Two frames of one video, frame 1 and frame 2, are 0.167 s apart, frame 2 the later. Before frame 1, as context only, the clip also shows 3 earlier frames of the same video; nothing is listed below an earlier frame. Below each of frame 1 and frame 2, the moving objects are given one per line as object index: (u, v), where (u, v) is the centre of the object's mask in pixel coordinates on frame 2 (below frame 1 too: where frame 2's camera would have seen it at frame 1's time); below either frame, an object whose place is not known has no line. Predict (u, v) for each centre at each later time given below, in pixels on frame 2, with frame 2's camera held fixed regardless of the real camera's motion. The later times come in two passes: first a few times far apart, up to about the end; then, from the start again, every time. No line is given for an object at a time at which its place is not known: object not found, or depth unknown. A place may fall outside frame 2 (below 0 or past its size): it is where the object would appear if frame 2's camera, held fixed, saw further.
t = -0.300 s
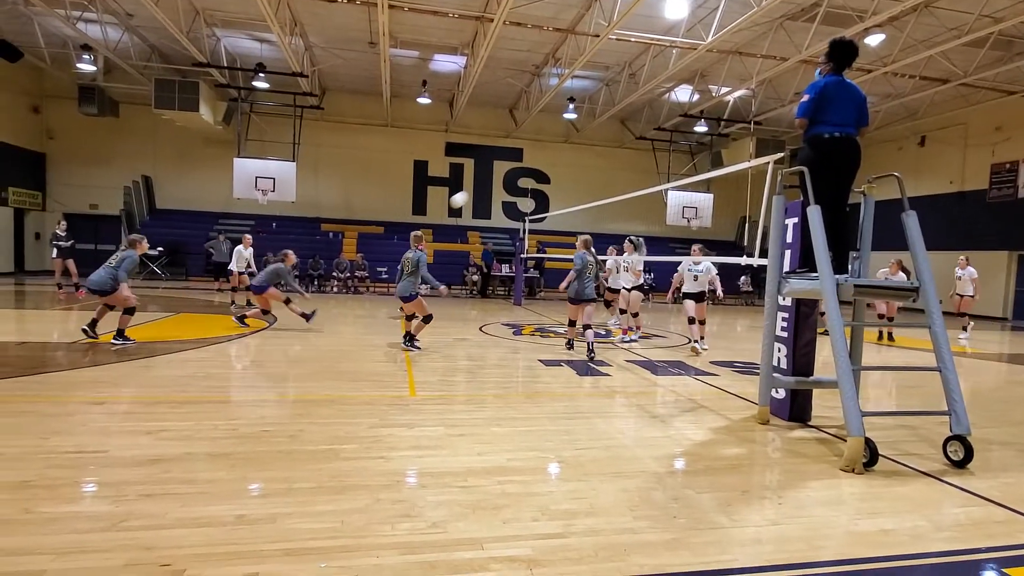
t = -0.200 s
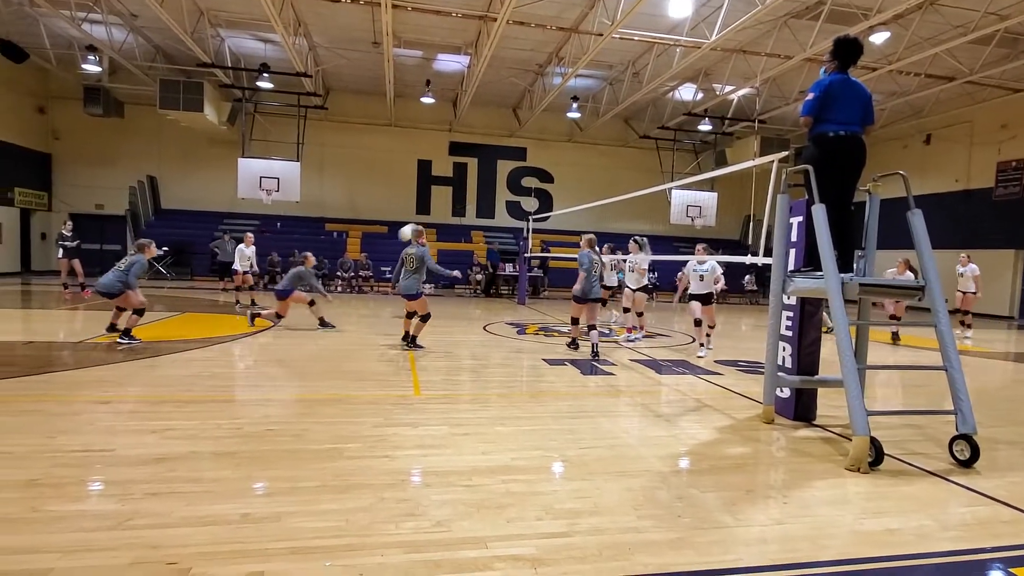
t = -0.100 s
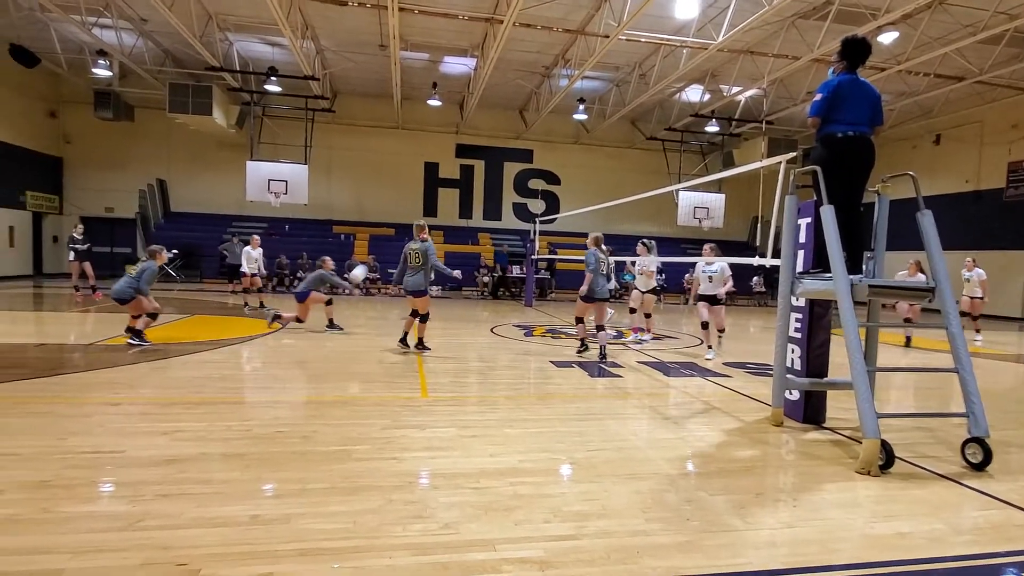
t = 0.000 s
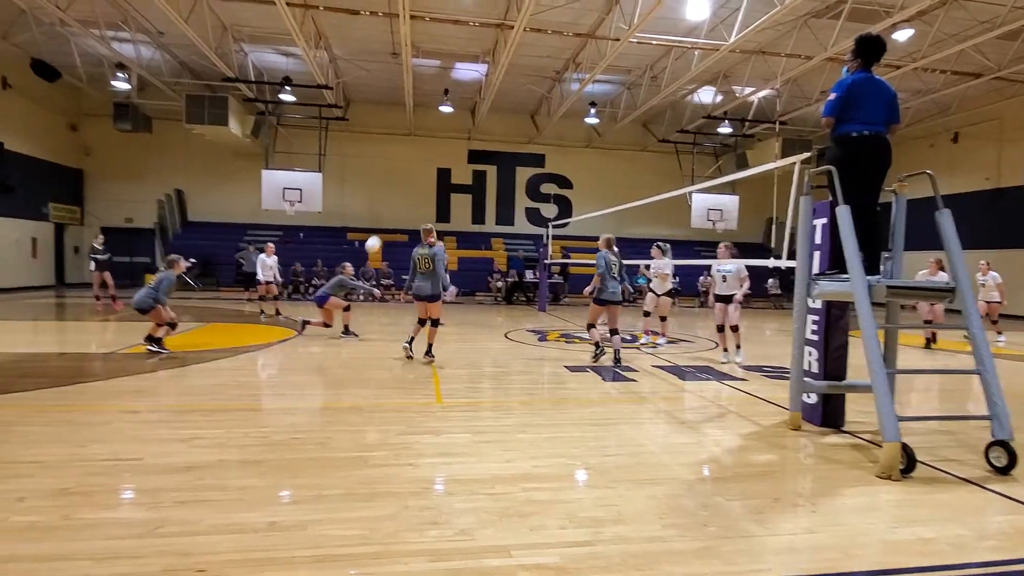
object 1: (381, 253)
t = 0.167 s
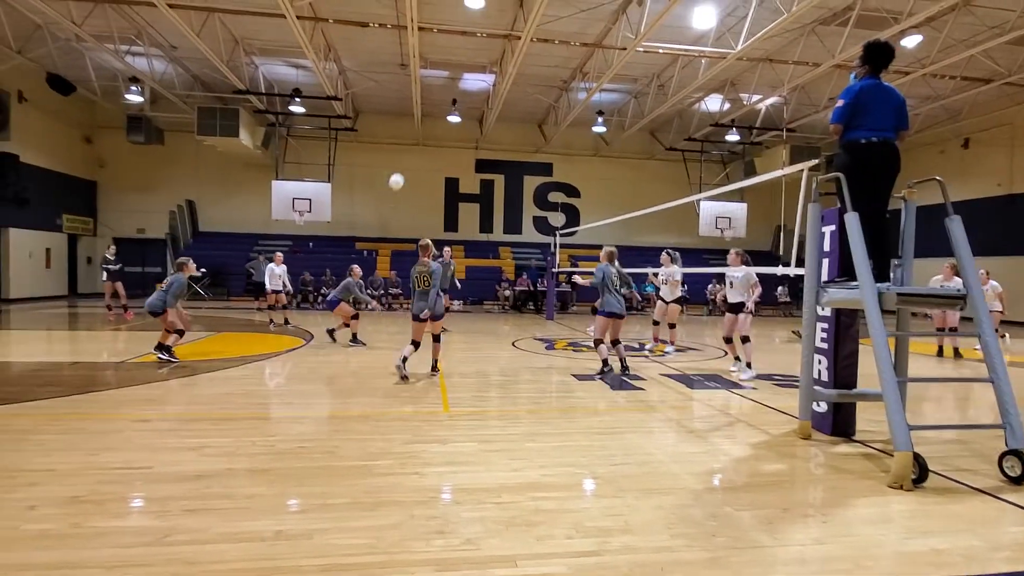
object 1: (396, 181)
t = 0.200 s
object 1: (399, 168)
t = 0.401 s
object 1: (416, 105)
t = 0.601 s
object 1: (432, 64)
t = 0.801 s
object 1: (448, 50)
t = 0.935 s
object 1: (458, 56)
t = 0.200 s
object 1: (399, 168)
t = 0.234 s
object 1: (402, 156)
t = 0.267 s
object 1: (405, 144)
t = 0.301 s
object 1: (408, 134)
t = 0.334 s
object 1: (410, 124)
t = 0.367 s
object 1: (413, 114)
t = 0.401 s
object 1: (416, 105)
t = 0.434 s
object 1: (418, 97)
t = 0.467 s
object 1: (421, 88)
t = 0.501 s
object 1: (424, 81)
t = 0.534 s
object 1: (426, 76)
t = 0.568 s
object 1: (429, 70)
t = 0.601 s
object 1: (432, 64)
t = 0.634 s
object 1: (434, 60)
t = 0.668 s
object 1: (437, 57)
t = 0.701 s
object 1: (440, 54)
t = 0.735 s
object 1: (443, 51)
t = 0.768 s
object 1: (446, 50)
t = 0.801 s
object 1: (448, 50)
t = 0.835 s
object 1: (451, 50)
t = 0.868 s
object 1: (453, 51)
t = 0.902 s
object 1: (456, 53)
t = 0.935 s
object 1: (458, 56)
